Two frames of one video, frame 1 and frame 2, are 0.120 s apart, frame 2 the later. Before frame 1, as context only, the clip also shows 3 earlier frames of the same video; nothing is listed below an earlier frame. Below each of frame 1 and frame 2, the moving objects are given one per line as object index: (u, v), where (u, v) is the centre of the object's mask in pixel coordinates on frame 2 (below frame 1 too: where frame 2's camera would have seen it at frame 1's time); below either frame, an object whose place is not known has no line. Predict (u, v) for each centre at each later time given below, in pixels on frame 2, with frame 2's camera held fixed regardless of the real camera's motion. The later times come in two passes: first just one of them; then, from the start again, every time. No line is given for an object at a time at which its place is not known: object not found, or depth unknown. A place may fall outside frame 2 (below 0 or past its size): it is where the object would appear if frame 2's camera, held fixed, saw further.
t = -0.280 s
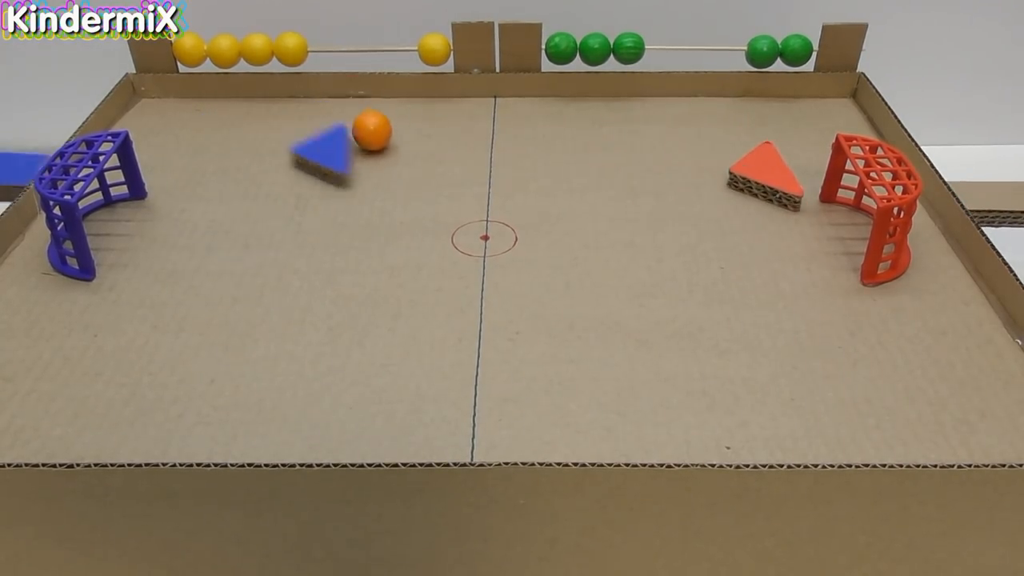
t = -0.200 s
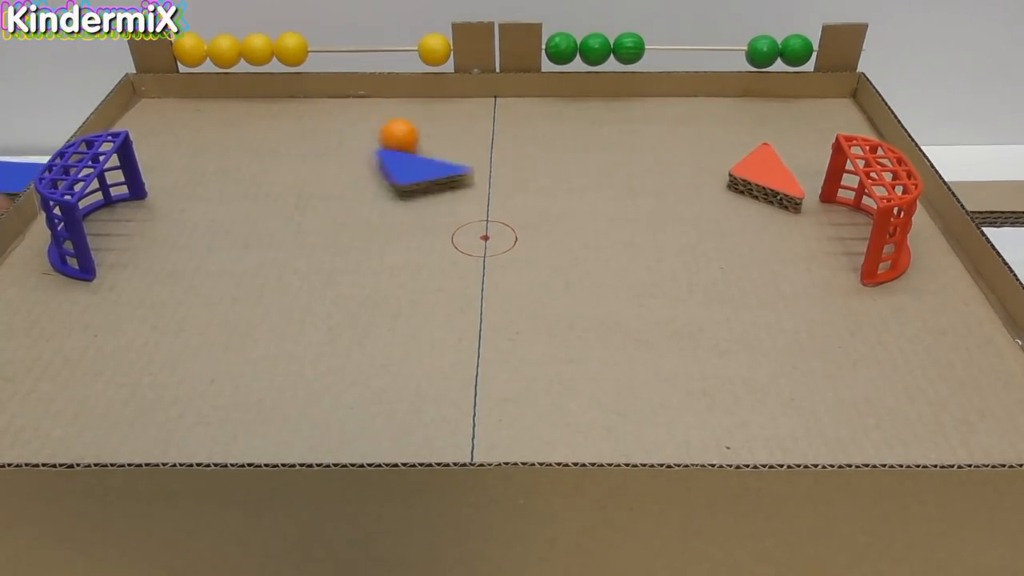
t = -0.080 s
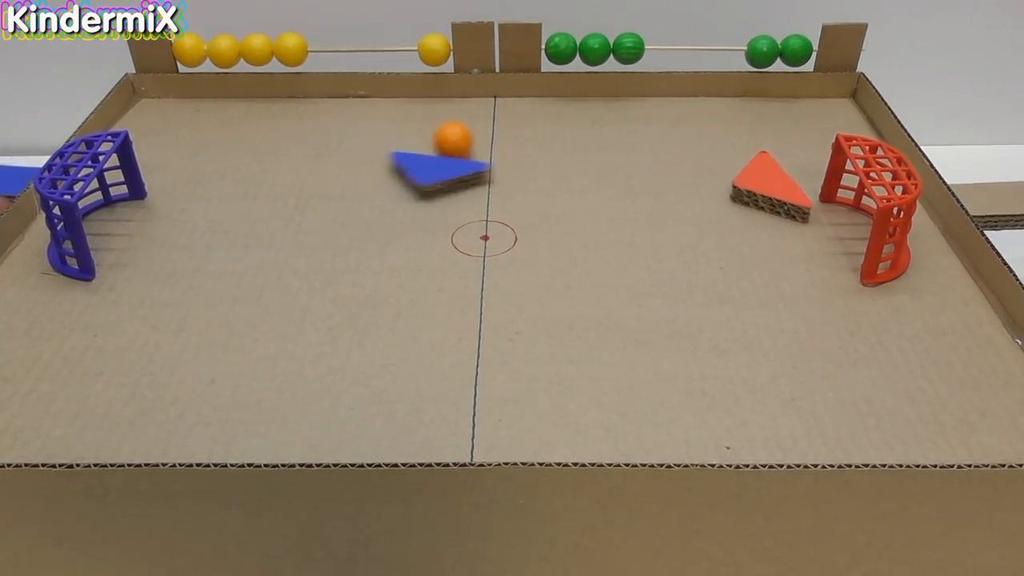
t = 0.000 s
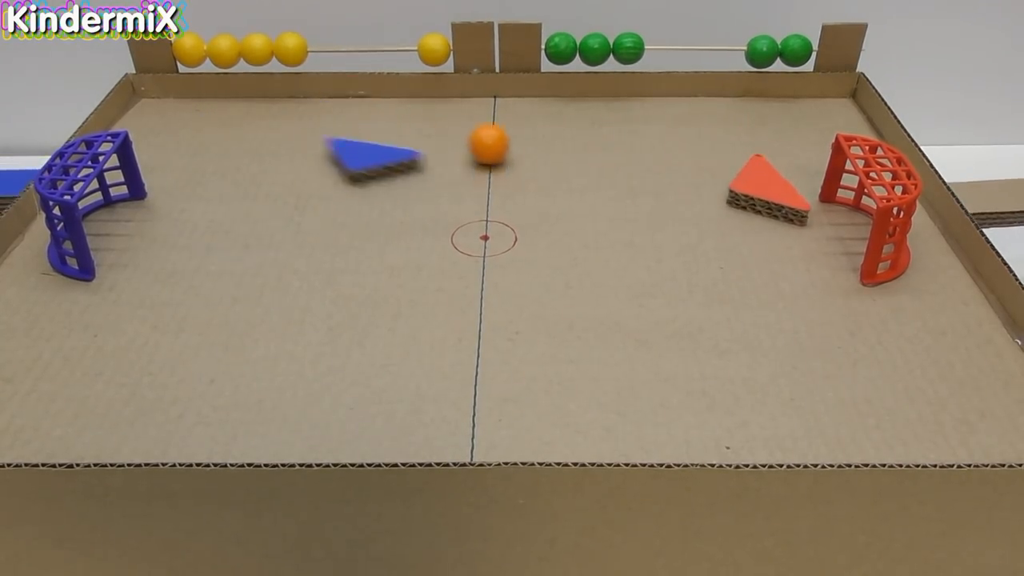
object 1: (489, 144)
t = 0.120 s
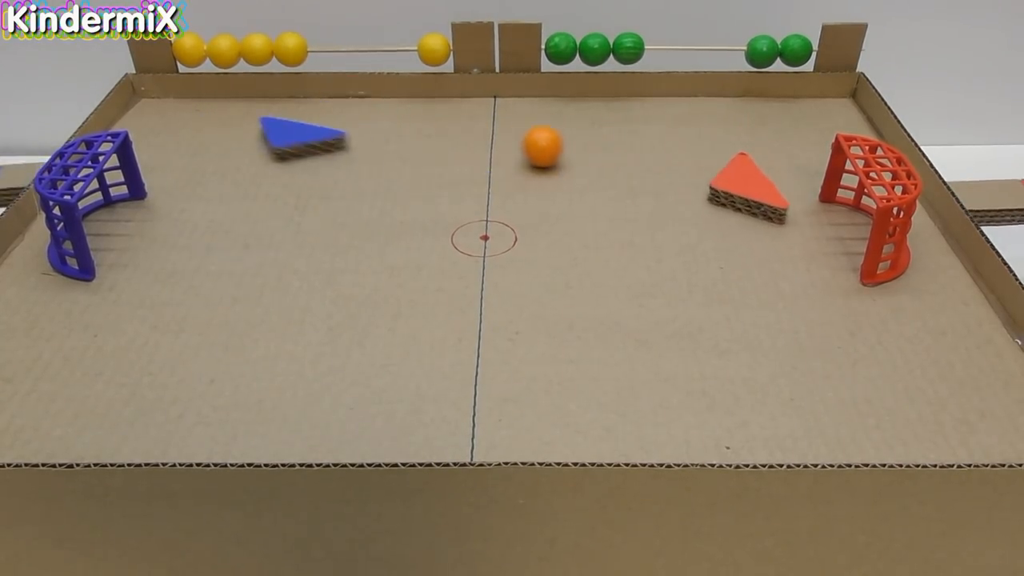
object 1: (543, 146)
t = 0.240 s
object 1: (595, 148)
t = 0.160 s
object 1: (560, 147)
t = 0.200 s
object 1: (578, 148)
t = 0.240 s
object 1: (595, 148)
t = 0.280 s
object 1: (612, 149)
